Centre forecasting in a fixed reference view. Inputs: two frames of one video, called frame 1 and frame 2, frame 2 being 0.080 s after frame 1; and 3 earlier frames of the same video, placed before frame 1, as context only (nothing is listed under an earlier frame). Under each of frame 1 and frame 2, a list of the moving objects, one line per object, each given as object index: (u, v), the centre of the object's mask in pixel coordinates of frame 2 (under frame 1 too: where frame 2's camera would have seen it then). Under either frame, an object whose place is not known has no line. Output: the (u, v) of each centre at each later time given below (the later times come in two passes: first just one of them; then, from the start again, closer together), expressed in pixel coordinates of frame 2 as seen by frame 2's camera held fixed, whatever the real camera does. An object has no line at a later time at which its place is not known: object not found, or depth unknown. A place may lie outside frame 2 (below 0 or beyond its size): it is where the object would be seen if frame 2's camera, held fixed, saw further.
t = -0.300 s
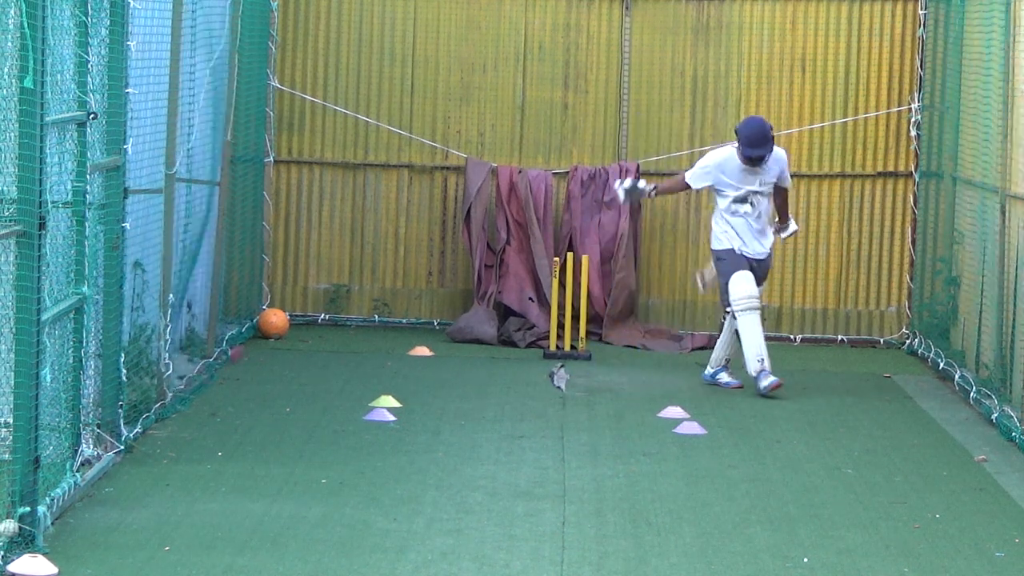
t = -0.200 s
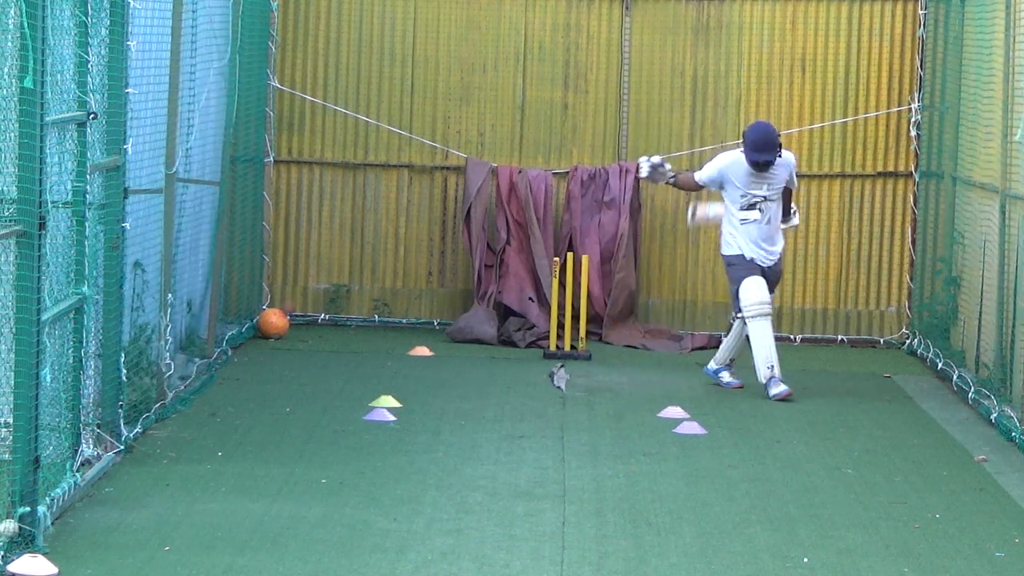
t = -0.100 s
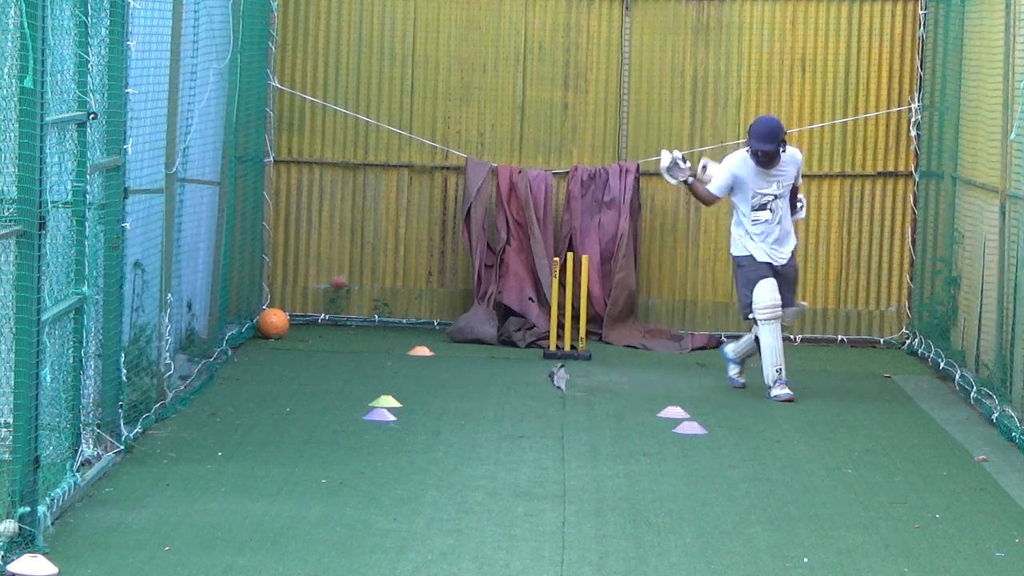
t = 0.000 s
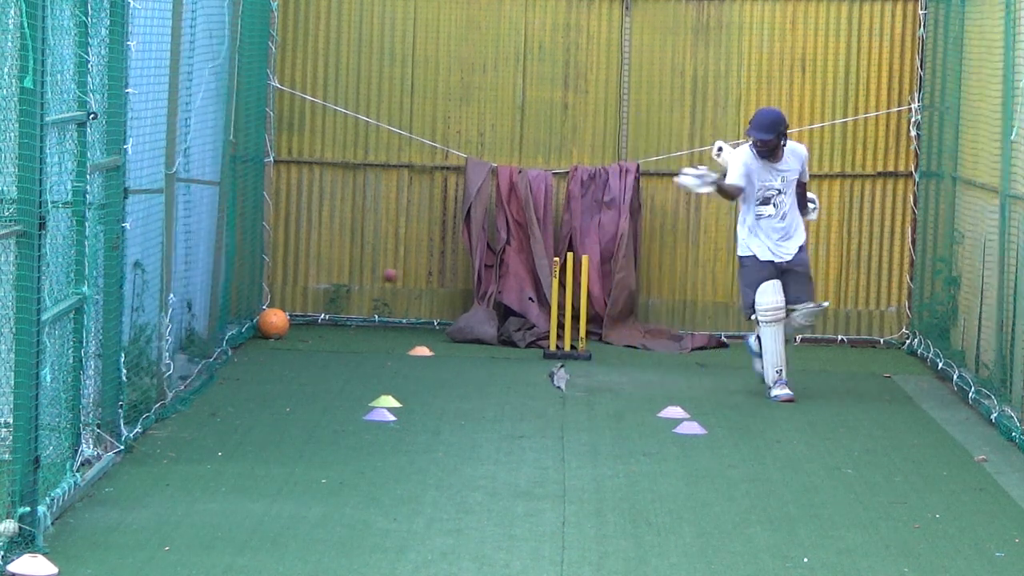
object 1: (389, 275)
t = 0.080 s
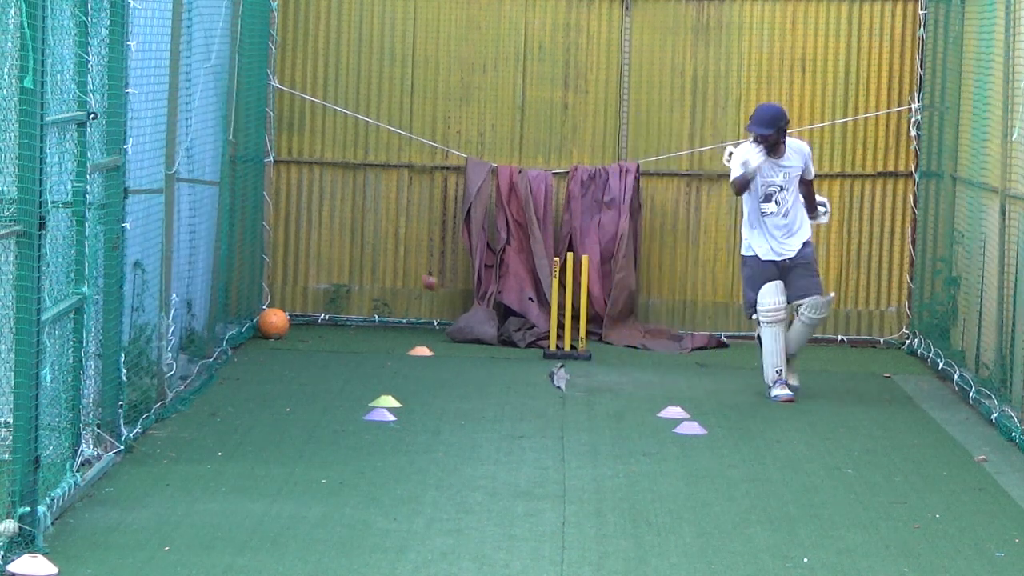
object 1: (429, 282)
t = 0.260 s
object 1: (518, 341)
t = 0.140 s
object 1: (460, 295)
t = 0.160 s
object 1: (468, 301)
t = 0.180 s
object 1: (479, 308)
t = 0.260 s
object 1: (518, 341)
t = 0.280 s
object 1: (530, 354)
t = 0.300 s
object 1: (538, 366)
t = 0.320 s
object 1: (548, 377)
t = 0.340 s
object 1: (558, 391)
